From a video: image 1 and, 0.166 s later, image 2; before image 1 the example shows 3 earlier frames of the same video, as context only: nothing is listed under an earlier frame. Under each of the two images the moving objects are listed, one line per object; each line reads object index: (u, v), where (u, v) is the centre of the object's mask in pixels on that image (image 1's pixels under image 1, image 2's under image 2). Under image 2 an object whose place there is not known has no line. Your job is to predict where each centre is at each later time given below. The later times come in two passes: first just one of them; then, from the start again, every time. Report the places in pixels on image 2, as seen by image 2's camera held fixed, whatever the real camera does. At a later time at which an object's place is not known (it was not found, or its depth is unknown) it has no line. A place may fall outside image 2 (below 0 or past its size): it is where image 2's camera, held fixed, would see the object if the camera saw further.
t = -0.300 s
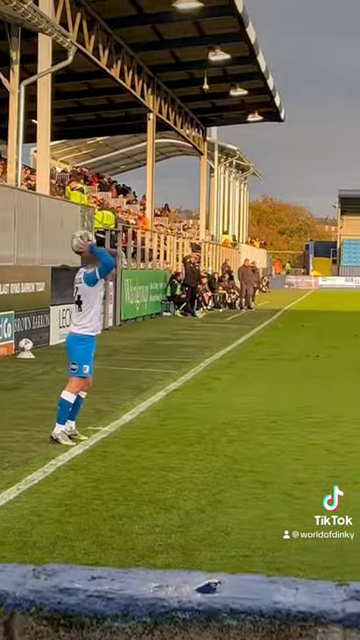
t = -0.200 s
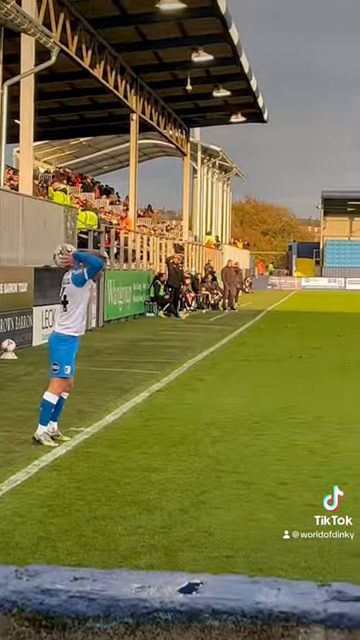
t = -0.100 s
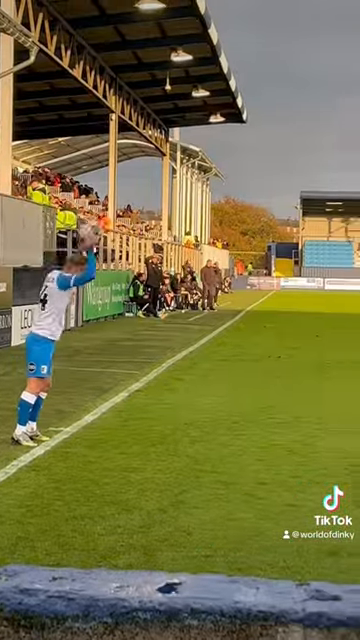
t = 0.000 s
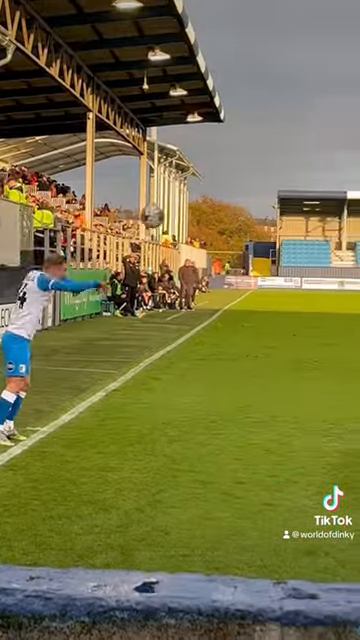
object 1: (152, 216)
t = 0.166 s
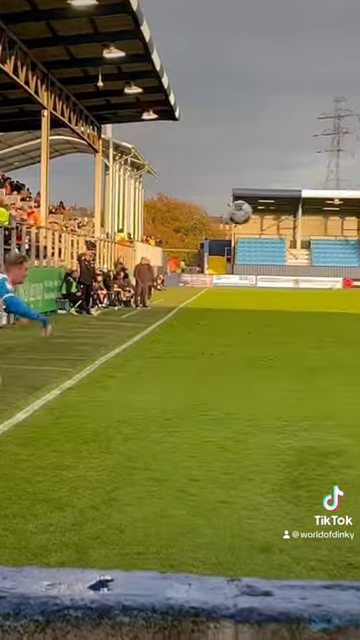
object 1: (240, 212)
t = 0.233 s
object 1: (289, 221)
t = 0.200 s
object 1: (265, 216)
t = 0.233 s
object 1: (289, 221)
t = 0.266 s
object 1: (315, 227)
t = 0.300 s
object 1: (339, 236)
